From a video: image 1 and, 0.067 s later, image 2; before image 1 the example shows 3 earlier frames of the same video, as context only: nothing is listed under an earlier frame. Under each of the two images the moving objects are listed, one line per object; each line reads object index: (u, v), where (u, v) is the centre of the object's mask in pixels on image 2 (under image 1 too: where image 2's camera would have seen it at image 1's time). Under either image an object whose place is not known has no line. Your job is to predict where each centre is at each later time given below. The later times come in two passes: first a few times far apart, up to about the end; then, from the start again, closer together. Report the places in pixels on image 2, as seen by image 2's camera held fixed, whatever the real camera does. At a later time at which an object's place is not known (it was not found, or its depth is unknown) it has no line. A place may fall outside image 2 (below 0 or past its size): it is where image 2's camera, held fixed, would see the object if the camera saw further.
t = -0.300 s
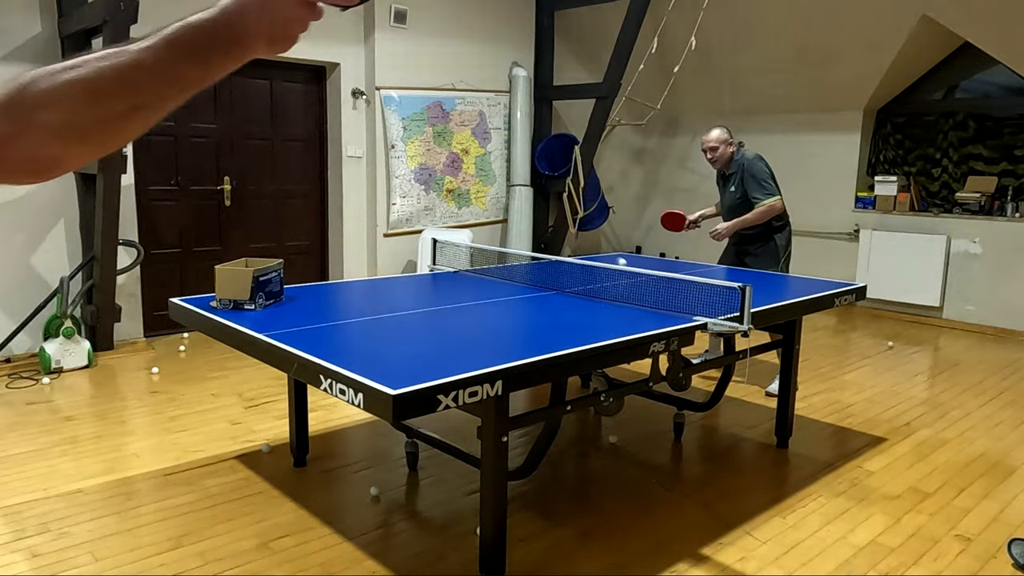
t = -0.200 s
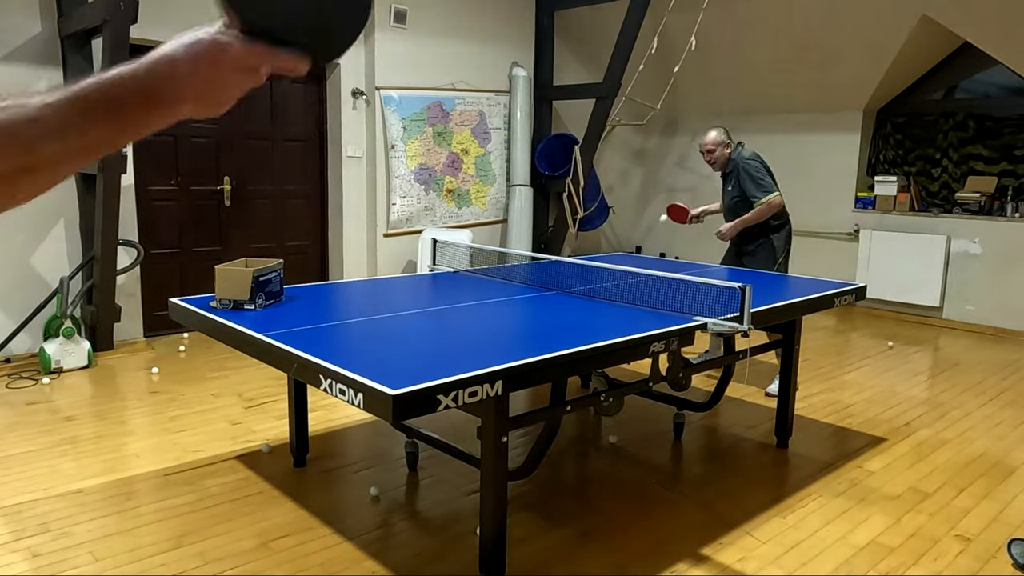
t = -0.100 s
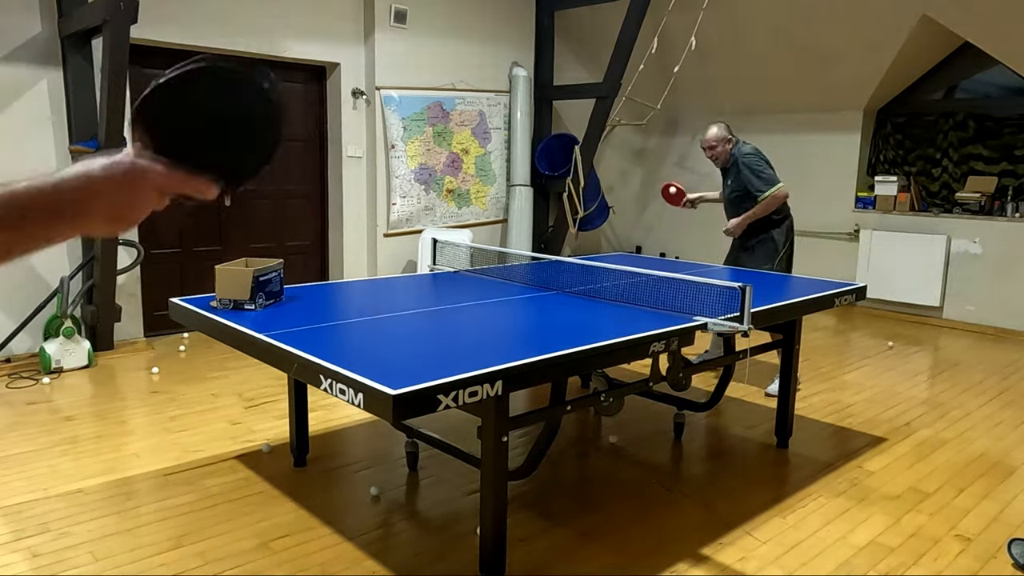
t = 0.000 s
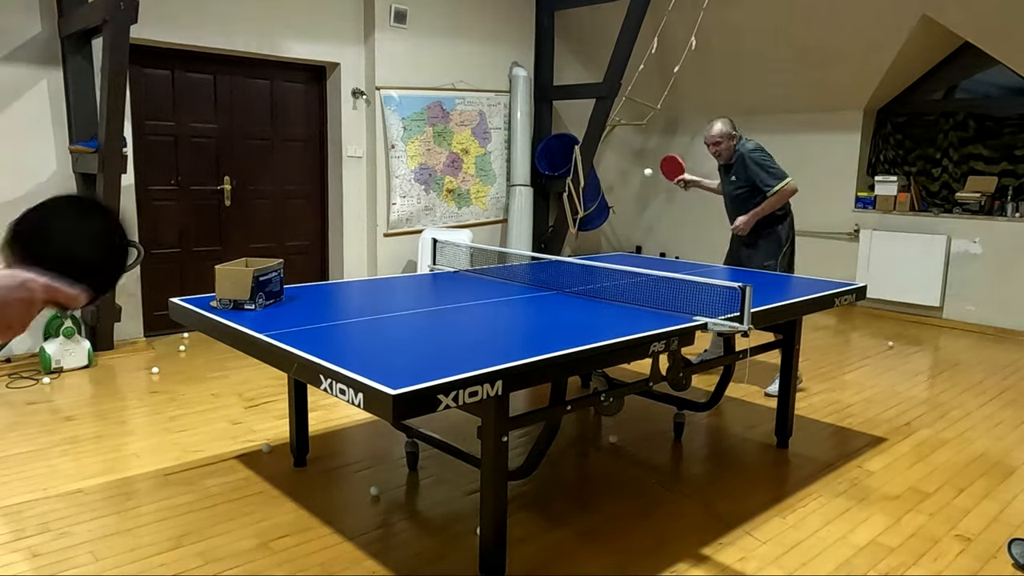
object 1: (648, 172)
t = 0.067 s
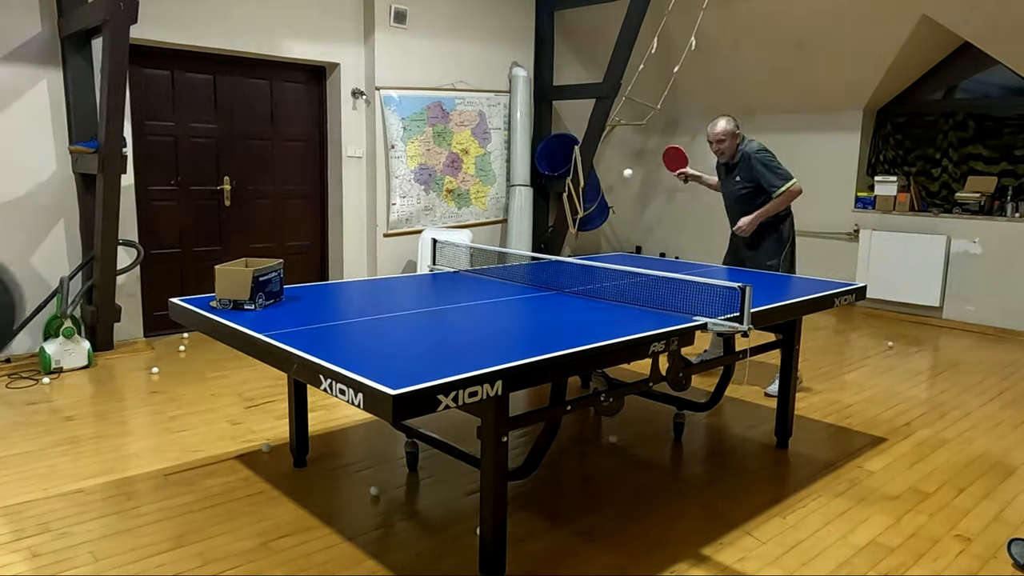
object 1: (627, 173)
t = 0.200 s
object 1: (572, 218)
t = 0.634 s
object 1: (163, 276)
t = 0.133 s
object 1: (602, 188)
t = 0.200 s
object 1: (572, 218)
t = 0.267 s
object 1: (538, 267)
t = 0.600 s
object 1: (221, 257)
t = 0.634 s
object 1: (163, 276)
